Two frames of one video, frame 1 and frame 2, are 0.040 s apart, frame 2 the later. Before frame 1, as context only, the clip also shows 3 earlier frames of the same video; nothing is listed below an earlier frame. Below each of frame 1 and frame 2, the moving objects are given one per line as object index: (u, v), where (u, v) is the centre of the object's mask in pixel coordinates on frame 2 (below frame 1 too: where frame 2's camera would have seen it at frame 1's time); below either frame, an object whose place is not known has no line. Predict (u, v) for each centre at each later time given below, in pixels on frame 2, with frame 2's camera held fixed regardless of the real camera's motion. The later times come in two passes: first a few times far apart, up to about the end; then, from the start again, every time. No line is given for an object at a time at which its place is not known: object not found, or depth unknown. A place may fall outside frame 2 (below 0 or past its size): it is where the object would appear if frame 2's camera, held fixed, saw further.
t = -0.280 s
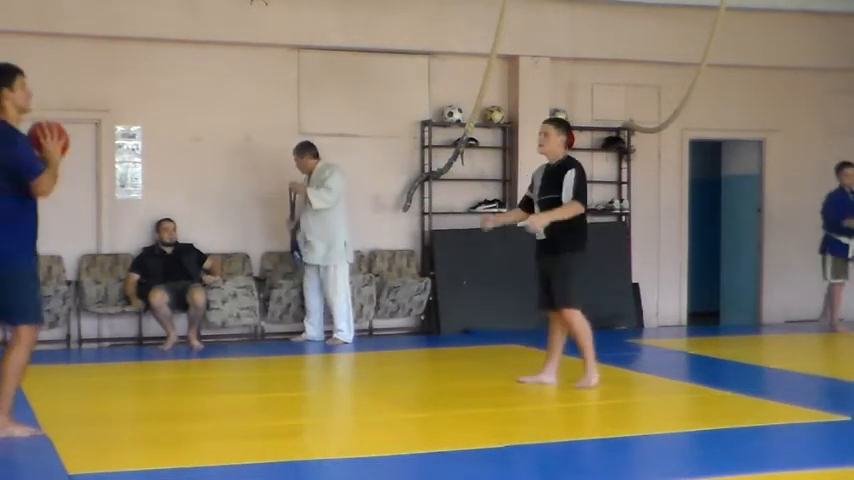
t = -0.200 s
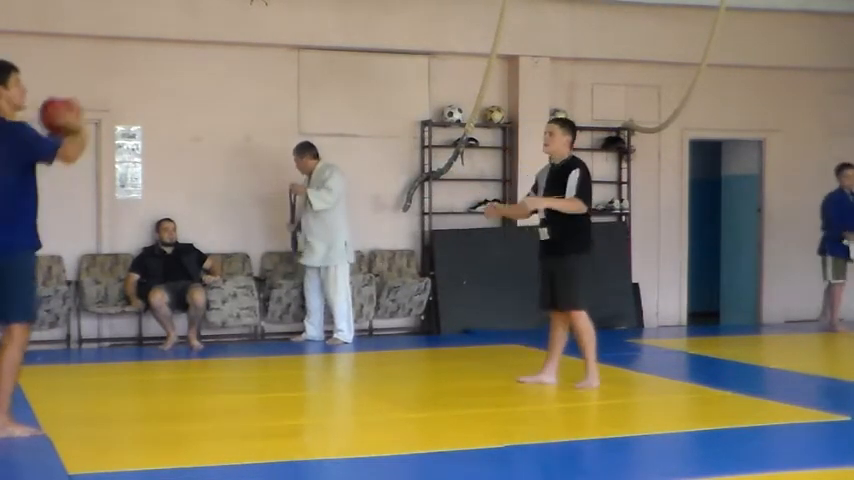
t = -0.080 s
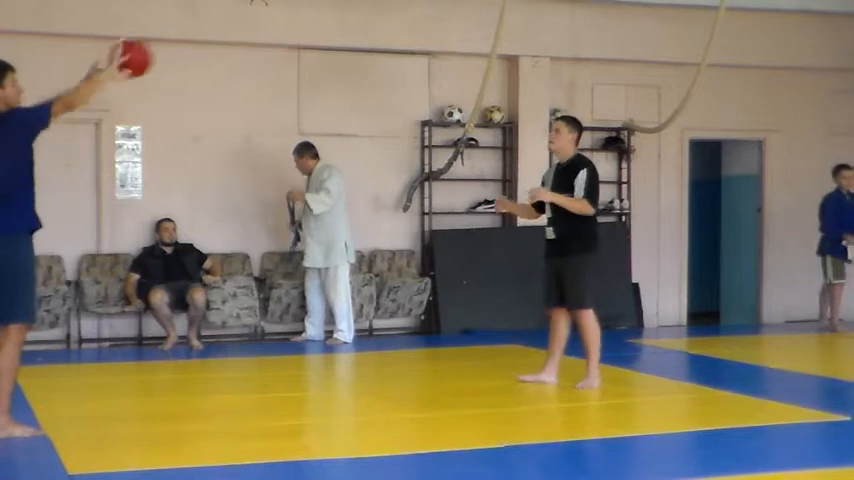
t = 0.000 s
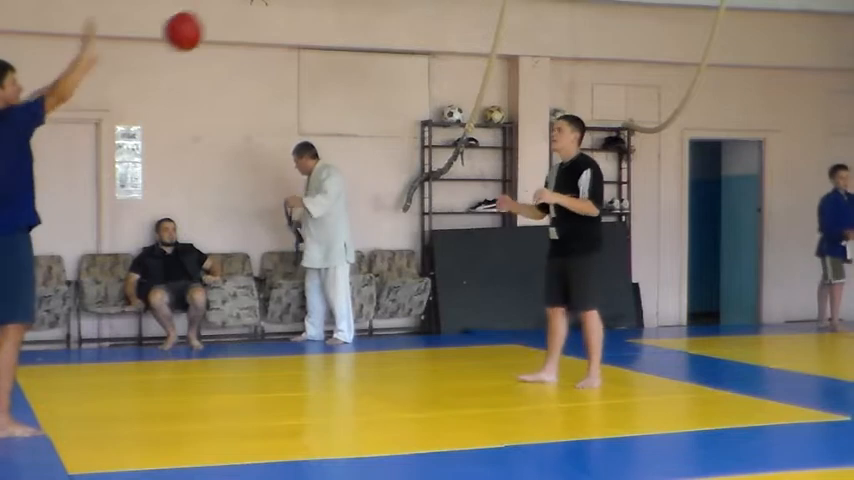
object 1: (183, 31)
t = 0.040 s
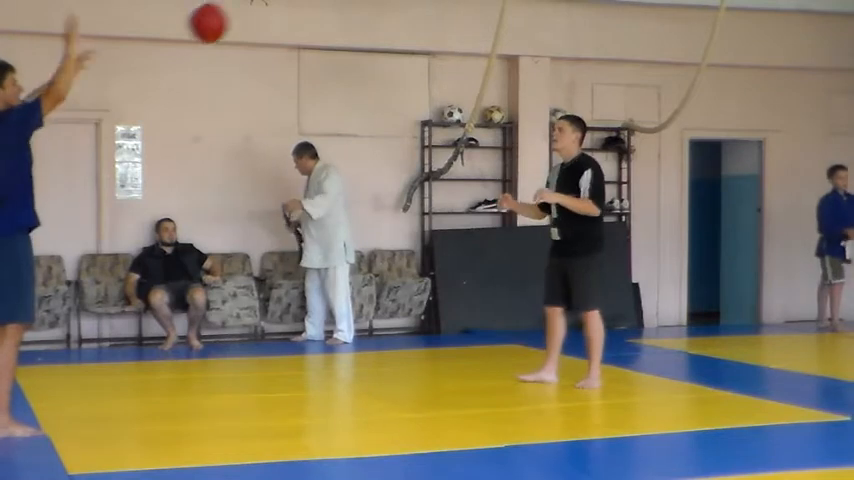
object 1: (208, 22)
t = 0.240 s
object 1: (326, 25)
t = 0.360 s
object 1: (391, 59)
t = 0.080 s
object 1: (233, 18)
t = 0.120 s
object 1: (257, 16)
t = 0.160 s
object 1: (281, 16)
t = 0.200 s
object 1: (304, 19)
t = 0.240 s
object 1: (326, 25)
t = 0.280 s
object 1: (348, 33)
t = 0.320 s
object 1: (370, 46)
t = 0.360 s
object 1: (391, 59)
